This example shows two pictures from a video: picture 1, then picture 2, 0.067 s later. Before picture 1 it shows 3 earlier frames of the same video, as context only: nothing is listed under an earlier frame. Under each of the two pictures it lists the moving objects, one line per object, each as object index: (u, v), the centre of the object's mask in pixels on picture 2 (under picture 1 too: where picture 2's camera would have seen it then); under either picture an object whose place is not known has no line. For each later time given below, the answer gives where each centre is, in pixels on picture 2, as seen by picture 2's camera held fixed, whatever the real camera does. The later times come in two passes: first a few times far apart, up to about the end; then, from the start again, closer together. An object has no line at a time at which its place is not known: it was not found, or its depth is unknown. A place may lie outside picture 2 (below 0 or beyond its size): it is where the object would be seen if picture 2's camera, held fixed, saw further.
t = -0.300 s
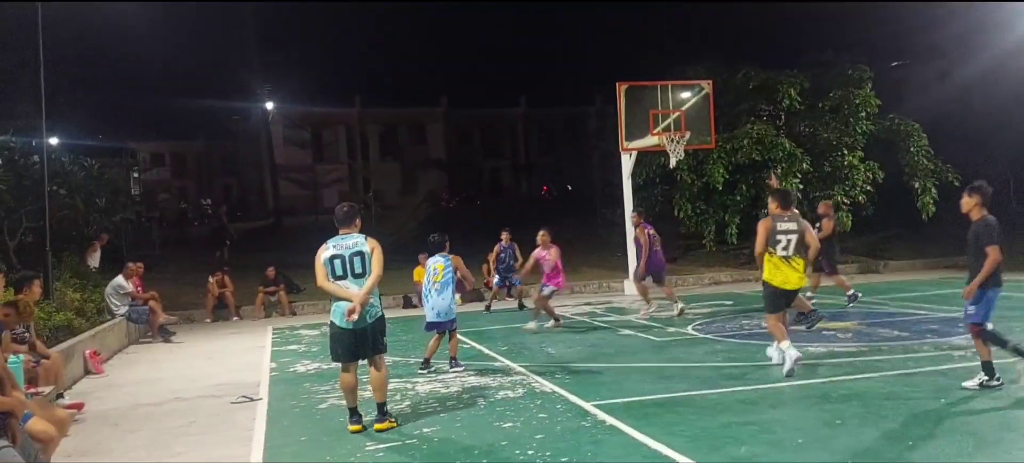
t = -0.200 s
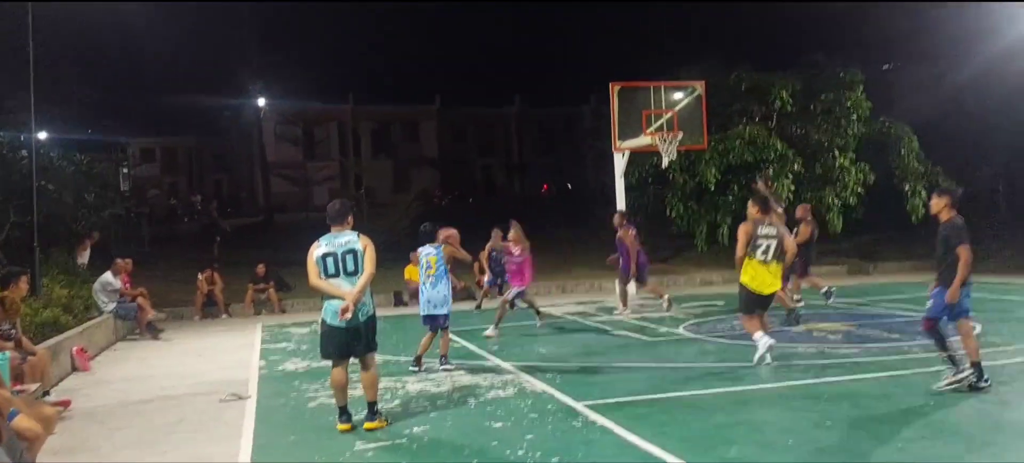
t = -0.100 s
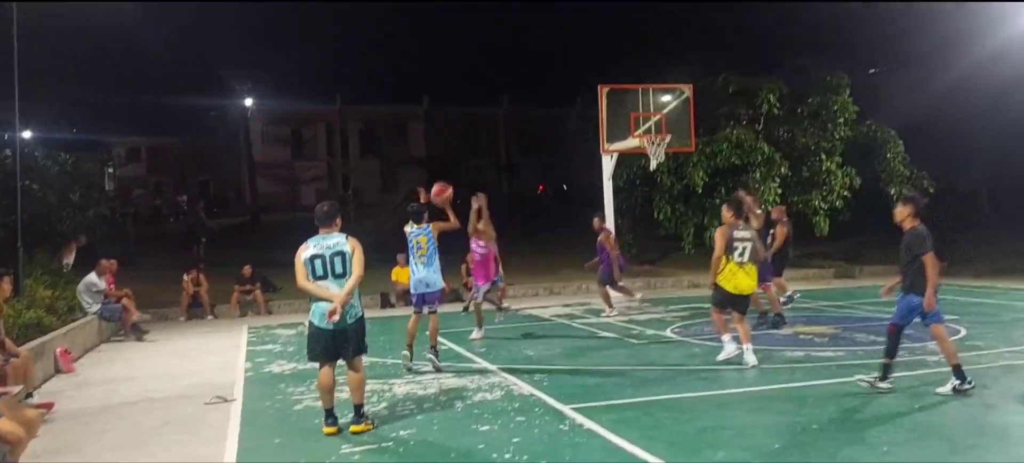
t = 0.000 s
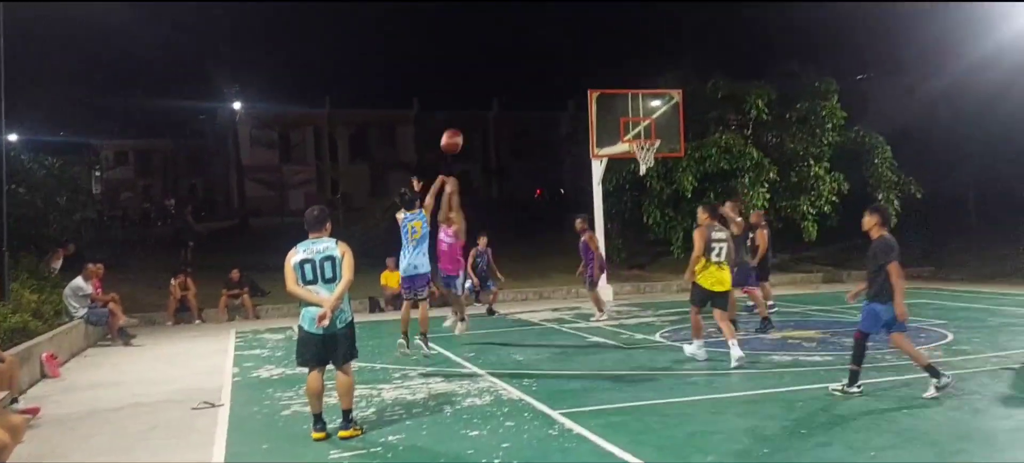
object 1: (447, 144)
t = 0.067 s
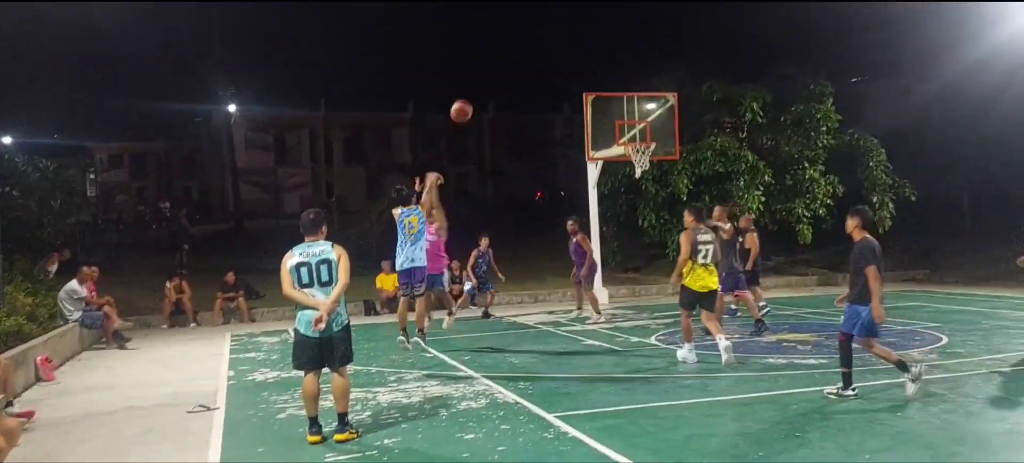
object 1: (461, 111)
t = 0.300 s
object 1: (507, 34)
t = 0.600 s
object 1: (558, 5)
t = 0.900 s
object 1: (601, 32)
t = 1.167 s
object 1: (636, 92)
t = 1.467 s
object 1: (679, 178)
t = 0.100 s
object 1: (468, 97)
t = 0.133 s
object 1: (475, 83)
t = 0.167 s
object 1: (482, 71)
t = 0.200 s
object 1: (488, 61)
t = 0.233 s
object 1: (495, 51)
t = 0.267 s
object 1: (501, 42)
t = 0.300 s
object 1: (507, 34)
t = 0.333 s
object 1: (513, 27)
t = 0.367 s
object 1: (519, 22)
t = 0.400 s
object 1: (525, 17)
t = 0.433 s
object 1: (531, 13)
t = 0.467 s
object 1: (536, 10)
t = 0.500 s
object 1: (542, 8)
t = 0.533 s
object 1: (548, 6)
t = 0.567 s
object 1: (553, 5)
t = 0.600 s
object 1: (558, 5)
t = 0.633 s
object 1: (564, 5)
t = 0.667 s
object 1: (569, 6)
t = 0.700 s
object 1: (573, 8)
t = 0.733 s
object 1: (578, 10)
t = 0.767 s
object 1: (583, 14)
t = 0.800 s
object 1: (588, 18)
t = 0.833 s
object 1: (593, 21)
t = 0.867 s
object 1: (597, 27)
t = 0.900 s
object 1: (601, 32)
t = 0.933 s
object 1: (606, 38)
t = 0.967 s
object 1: (611, 44)
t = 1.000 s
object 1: (615, 51)
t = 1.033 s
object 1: (619, 58)
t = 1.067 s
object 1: (623, 67)
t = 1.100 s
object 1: (627, 75)
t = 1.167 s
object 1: (636, 92)
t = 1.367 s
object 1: (660, 154)
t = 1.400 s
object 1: (665, 164)
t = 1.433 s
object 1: (672, 169)
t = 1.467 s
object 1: (679, 178)
